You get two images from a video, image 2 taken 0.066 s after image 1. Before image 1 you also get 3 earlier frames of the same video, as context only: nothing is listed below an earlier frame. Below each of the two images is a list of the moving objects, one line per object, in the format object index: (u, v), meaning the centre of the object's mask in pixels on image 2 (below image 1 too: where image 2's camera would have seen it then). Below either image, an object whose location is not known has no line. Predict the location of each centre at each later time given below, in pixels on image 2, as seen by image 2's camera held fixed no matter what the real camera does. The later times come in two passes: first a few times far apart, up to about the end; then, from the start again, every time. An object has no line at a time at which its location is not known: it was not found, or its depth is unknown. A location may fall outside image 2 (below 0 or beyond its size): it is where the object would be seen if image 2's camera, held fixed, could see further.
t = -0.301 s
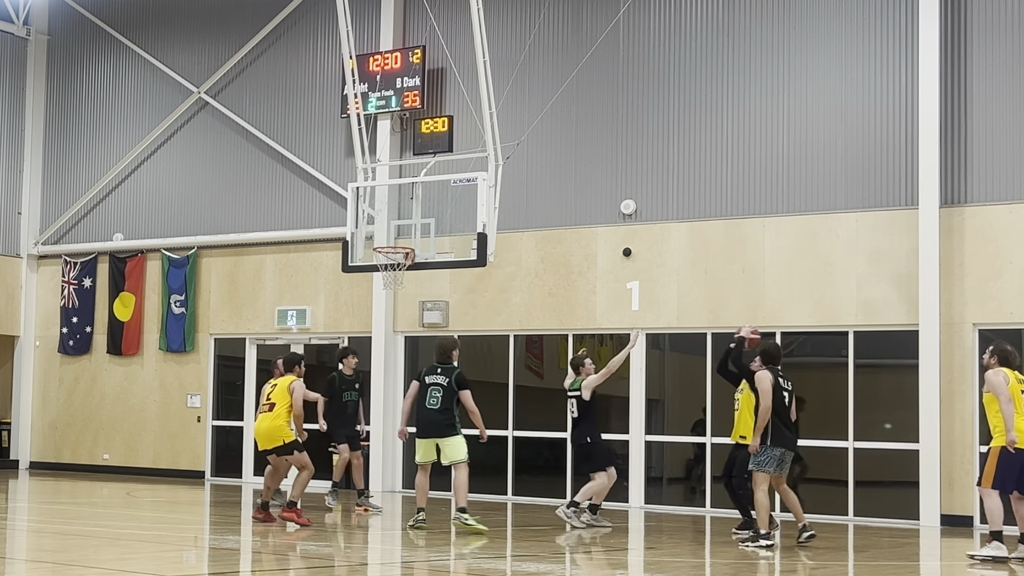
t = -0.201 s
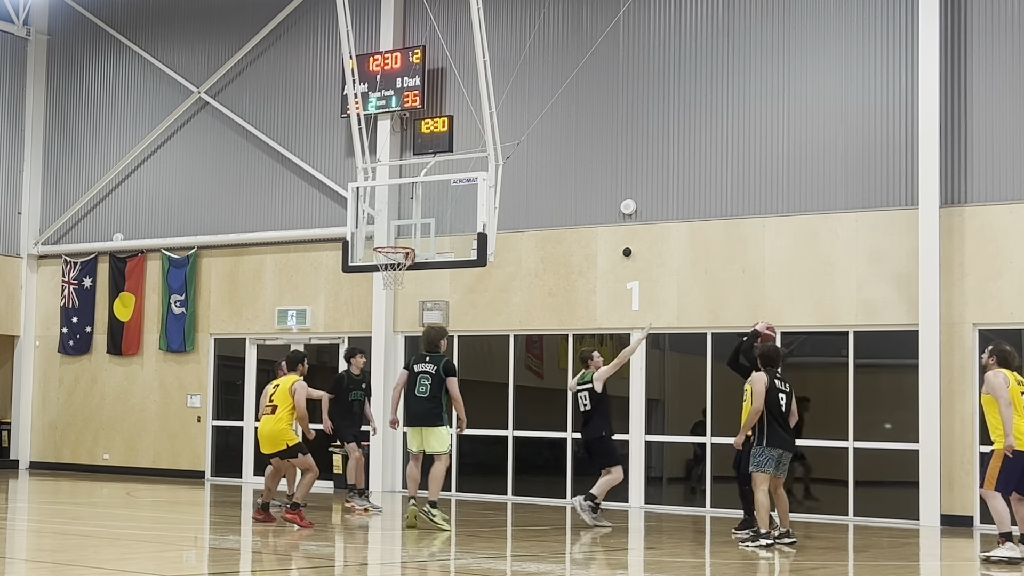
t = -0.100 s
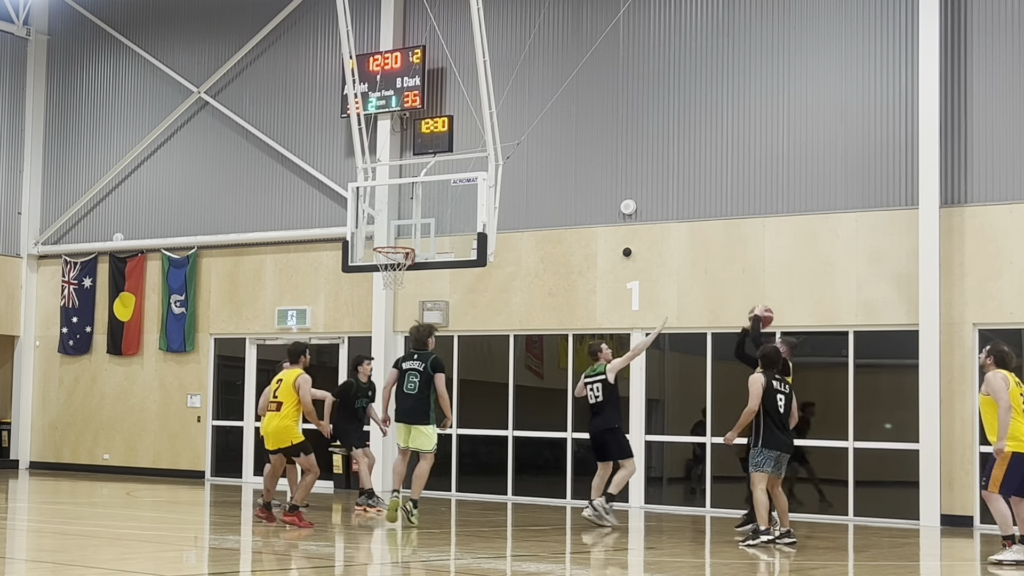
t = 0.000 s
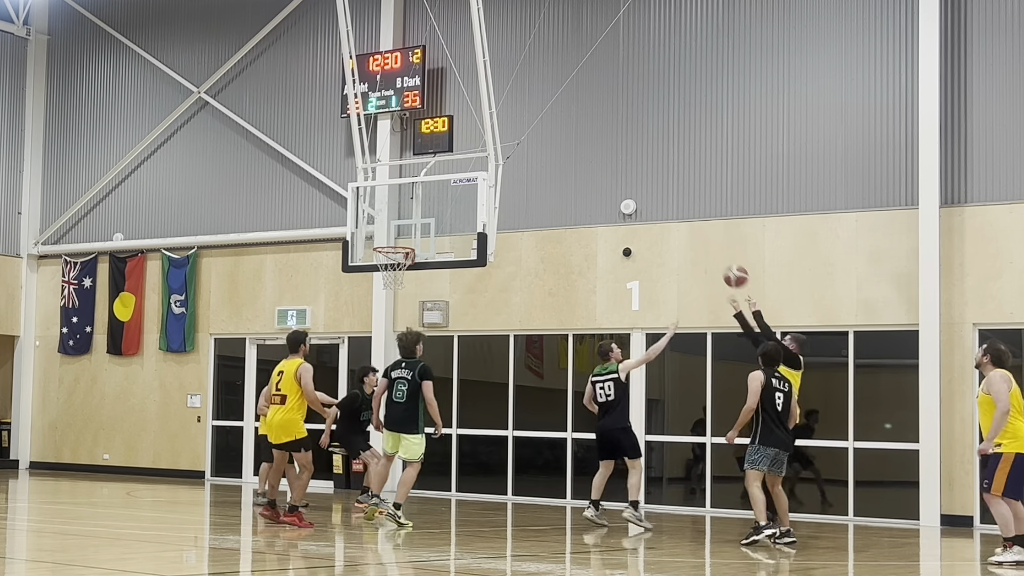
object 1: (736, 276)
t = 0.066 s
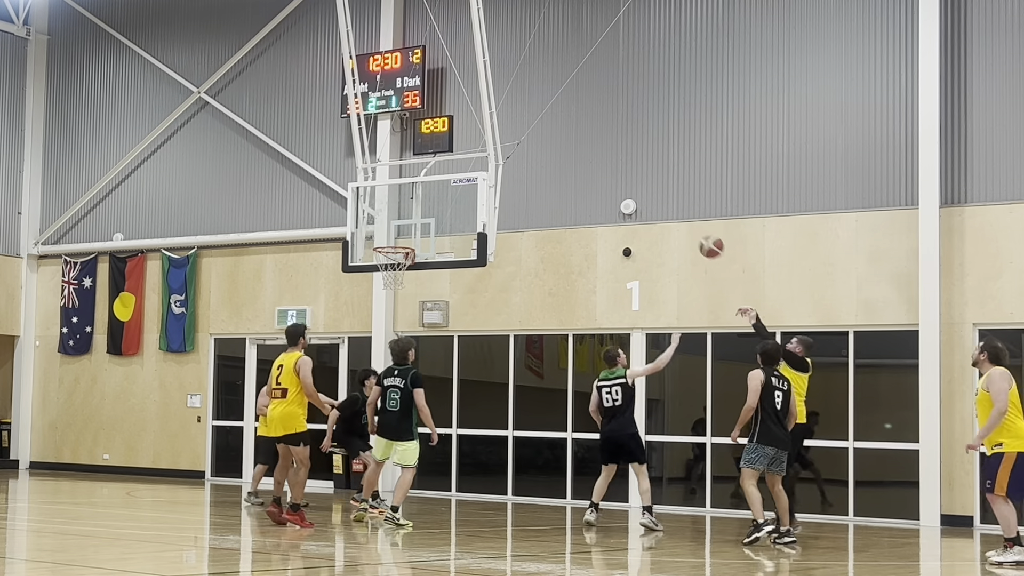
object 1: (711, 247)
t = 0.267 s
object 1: (641, 185)
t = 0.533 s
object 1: (553, 163)
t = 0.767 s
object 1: (480, 194)
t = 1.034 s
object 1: (402, 280)
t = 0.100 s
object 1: (699, 233)
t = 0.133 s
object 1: (687, 222)
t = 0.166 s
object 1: (676, 211)
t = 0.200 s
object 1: (664, 201)
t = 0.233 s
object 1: (653, 193)
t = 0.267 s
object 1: (641, 185)
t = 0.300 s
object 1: (630, 179)
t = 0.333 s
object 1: (618, 174)
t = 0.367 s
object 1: (607, 170)
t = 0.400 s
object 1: (596, 166)
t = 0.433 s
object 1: (585, 164)
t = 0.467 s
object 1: (574, 163)
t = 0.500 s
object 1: (564, 163)
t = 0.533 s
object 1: (553, 163)
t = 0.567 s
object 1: (542, 165)
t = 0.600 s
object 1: (531, 168)
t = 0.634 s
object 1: (521, 171)
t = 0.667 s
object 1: (511, 176)
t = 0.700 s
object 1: (501, 181)
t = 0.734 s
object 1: (490, 187)
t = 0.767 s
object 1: (480, 194)
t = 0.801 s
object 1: (470, 202)
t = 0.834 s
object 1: (460, 211)
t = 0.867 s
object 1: (450, 220)
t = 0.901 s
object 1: (441, 231)
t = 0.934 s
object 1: (431, 242)
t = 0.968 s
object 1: (421, 254)
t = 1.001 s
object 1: (411, 266)
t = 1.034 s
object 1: (402, 280)
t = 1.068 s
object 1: (394, 293)
